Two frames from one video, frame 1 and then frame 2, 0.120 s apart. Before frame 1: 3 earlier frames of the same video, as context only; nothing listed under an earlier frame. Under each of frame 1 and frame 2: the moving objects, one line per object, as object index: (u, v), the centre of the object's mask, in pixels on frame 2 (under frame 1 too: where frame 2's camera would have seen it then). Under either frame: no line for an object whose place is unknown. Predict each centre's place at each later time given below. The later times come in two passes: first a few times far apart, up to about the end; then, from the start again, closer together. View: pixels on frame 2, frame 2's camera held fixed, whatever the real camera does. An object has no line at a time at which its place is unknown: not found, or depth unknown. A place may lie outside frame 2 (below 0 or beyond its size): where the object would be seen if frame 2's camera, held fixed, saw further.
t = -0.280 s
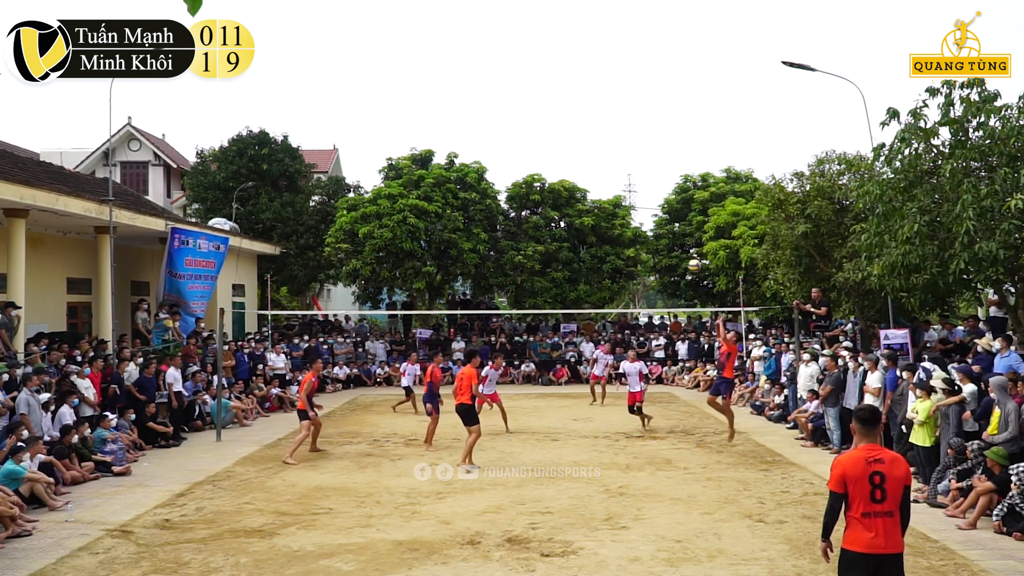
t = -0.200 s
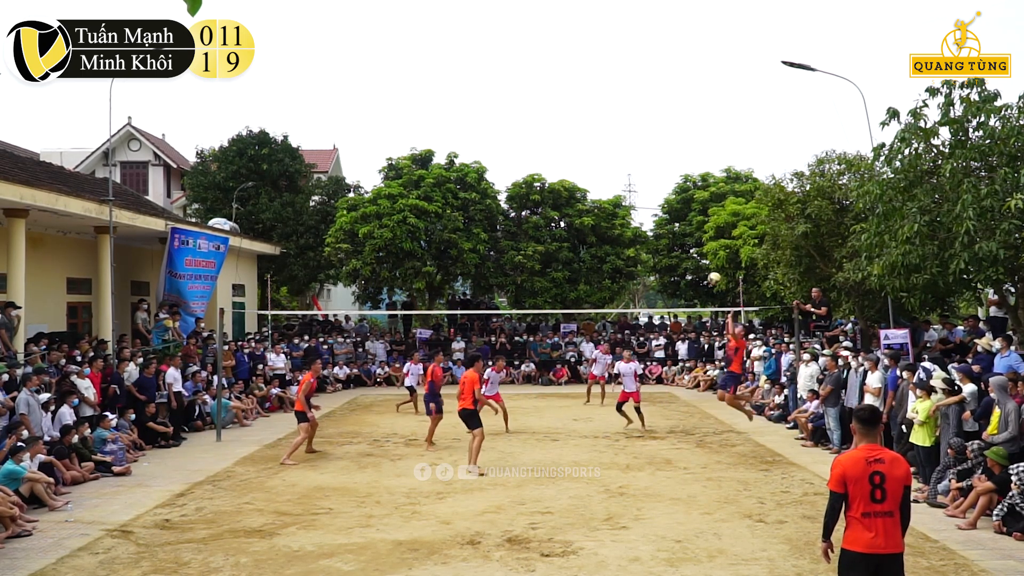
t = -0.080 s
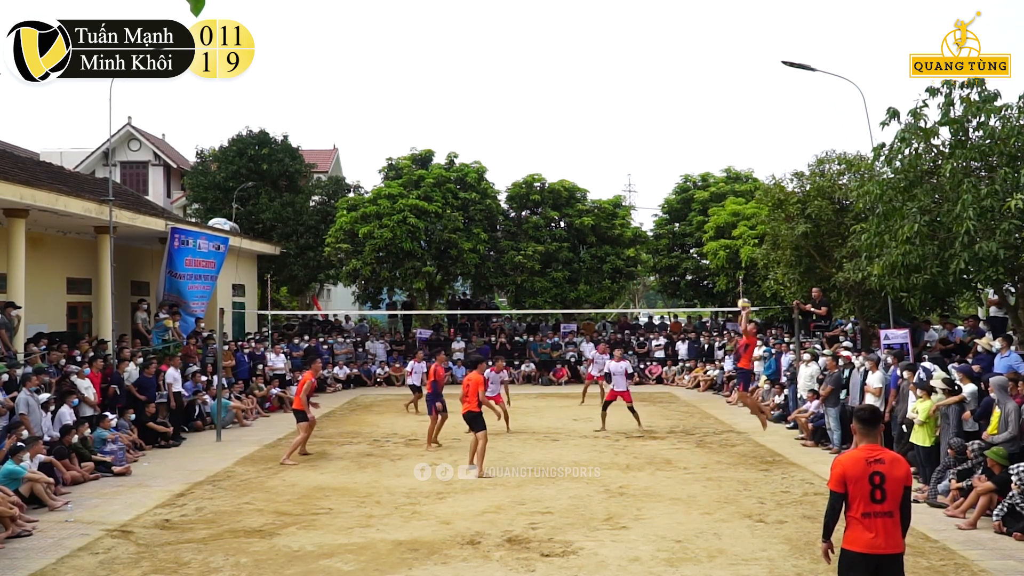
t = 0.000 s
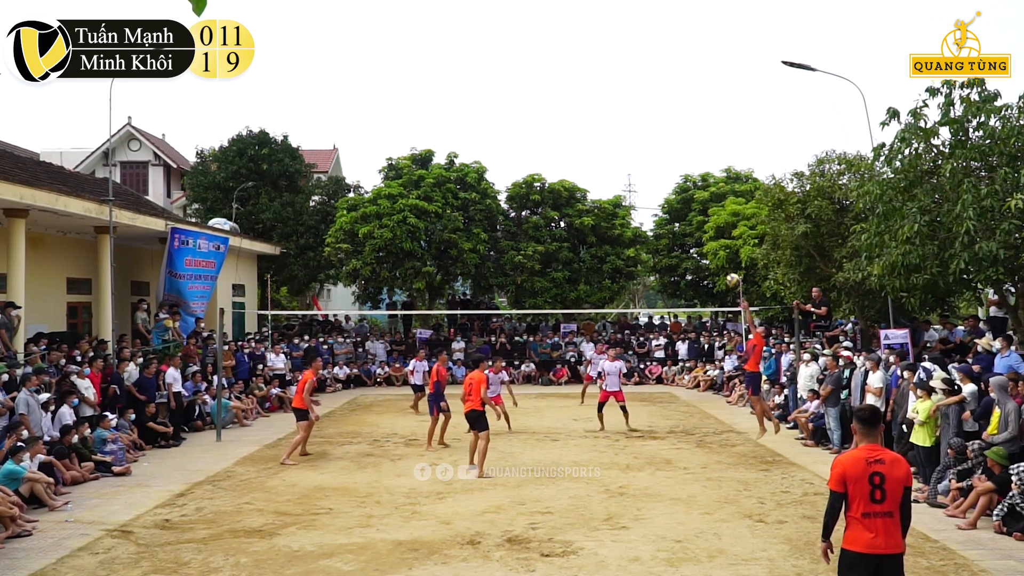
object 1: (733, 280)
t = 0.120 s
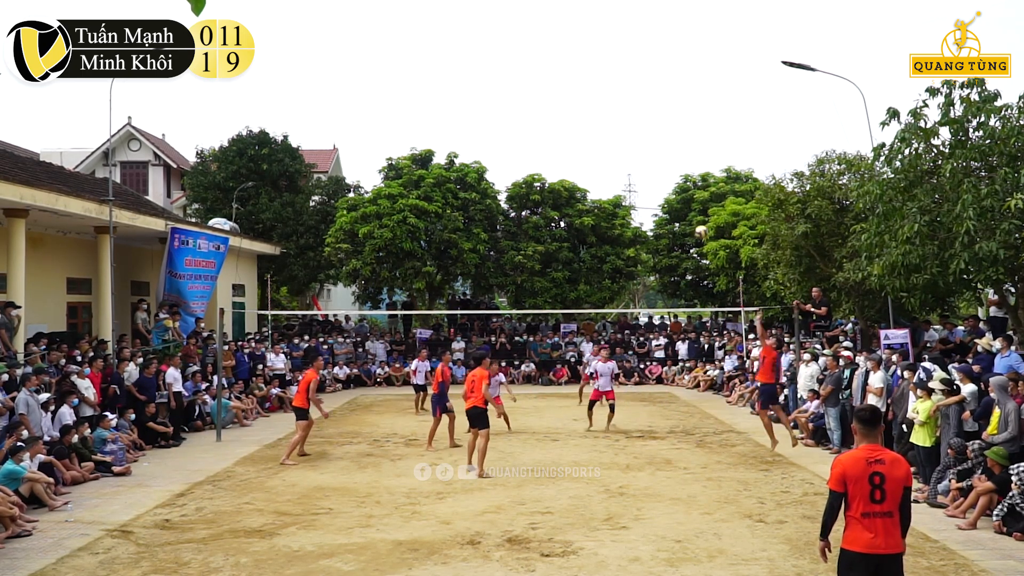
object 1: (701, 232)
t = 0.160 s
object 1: (691, 217)
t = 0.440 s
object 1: (620, 147)
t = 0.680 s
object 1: (560, 124)
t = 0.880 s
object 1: (511, 132)
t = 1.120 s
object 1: (454, 171)
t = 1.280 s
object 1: (416, 218)
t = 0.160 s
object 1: (691, 217)
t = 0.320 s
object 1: (650, 172)
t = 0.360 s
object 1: (640, 163)
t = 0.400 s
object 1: (630, 154)
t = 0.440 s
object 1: (620, 147)
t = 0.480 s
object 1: (610, 141)
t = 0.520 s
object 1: (600, 135)
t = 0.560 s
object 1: (590, 131)
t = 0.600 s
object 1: (580, 127)
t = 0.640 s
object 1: (570, 125)
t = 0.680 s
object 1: (560, 124)
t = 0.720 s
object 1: (550, 123)
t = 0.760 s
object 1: (540, 124)
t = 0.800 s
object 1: (530, 125)
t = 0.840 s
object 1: (521, 128)
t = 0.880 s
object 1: (511, 132)
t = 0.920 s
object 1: (502, 136)
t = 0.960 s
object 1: (492, 141)
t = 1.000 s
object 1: (483, 148)
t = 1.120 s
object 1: (454, 171)
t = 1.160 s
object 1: (444, 182)
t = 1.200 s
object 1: (435, 193)
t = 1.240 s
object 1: (426, 206)
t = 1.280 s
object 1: (416, 218)
